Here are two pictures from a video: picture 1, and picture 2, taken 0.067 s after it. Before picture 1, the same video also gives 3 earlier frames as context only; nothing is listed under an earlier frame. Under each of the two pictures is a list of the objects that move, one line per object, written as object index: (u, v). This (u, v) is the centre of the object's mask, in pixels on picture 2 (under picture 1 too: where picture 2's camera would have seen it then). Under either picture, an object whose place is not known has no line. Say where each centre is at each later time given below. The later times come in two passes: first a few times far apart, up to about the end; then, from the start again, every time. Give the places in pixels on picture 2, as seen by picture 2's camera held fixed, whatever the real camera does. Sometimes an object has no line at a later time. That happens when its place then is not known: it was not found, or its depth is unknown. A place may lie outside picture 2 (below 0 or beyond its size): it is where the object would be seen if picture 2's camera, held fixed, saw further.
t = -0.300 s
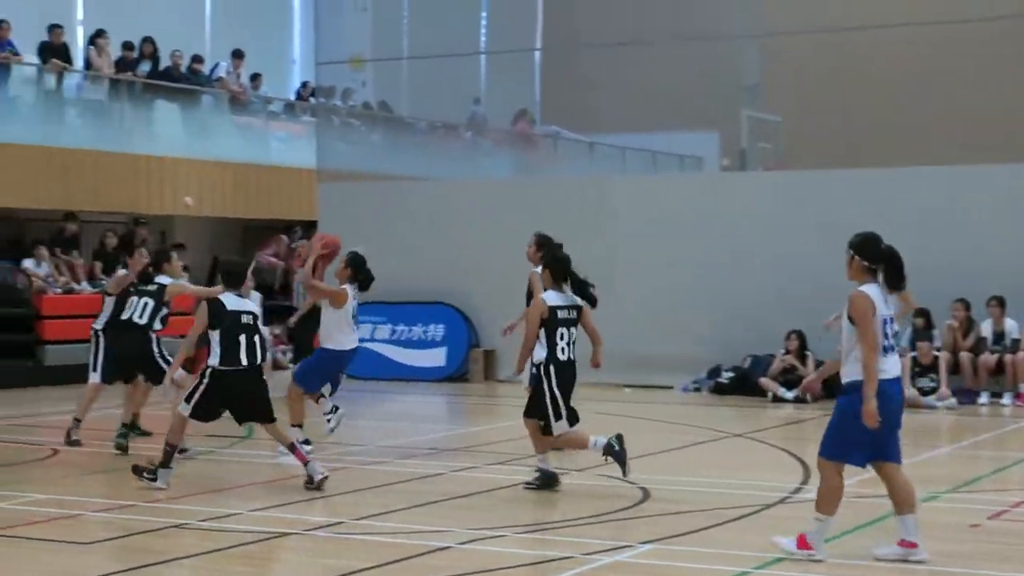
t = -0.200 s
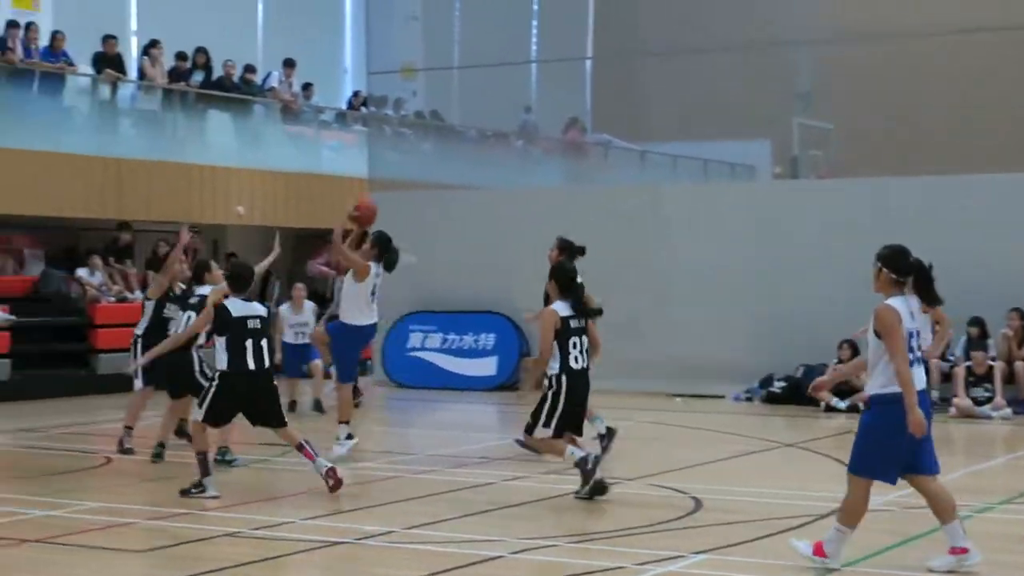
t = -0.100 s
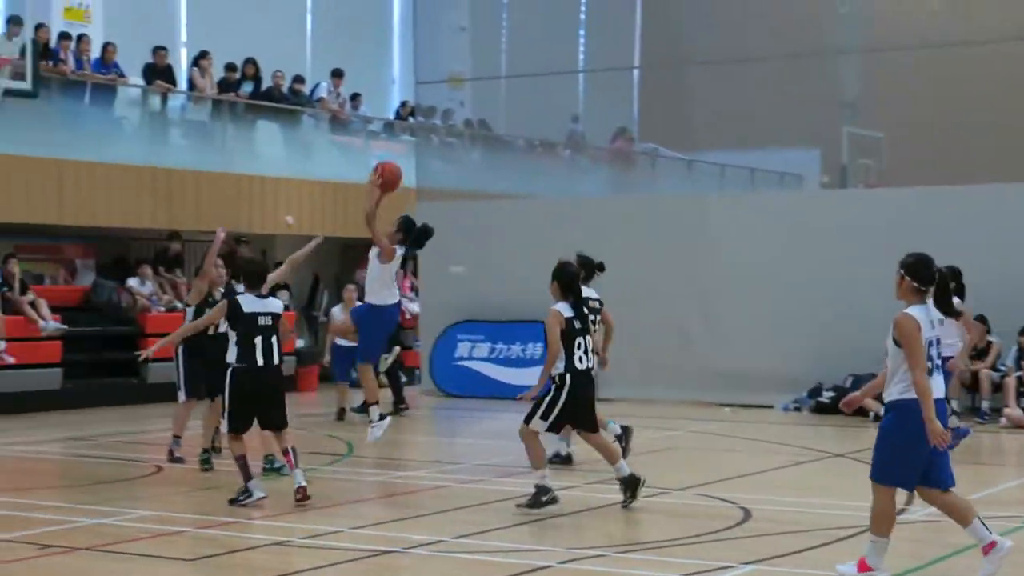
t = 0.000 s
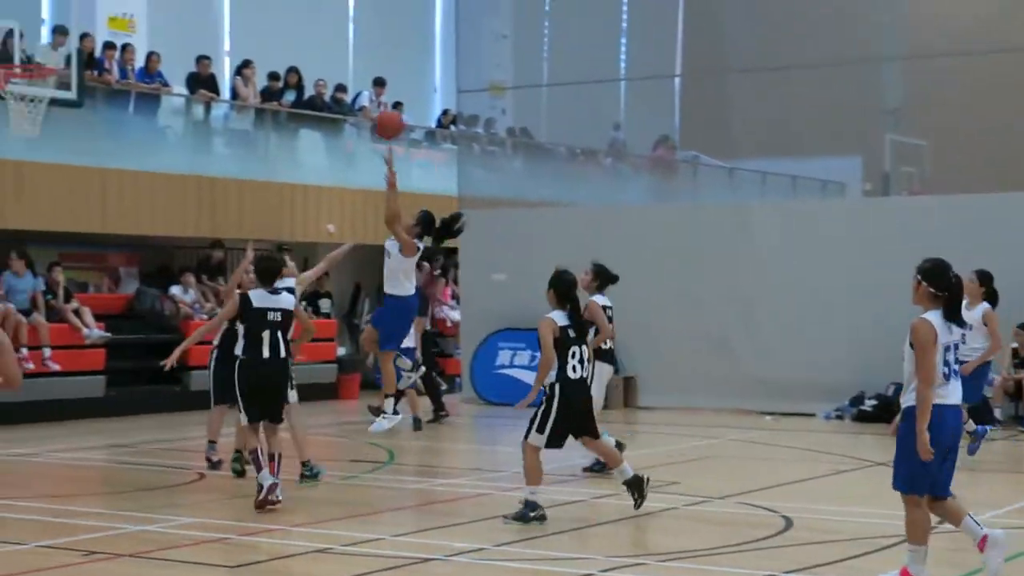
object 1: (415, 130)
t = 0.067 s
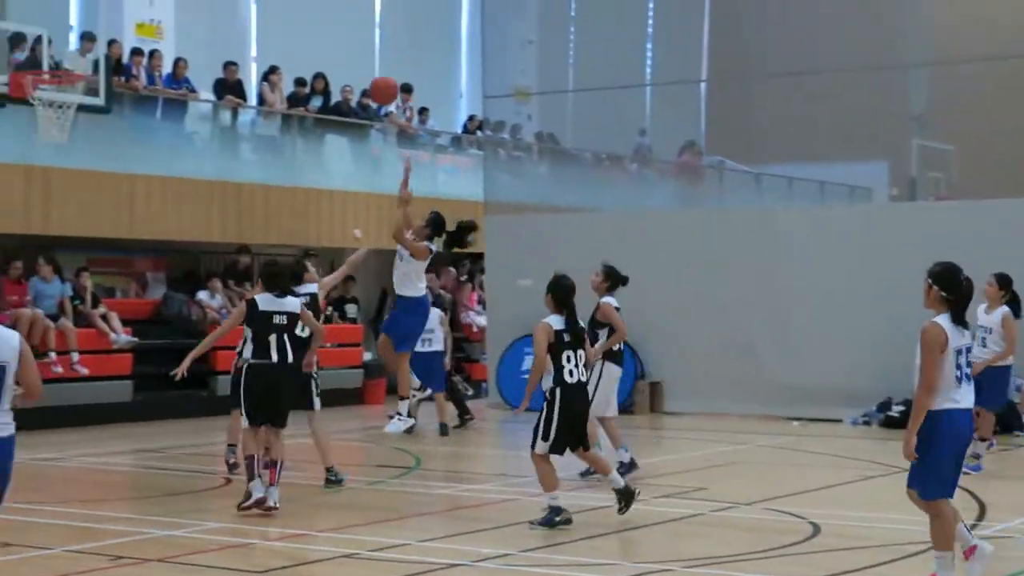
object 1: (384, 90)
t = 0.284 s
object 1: (280, 3)
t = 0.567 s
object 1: (147, -21)
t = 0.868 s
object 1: (8, 58)
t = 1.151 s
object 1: (12, 49)
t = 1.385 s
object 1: (27, 125)
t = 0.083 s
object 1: (375, 82)
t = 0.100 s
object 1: (368, 73)
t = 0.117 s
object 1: (359, 65)
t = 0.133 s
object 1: (352, 57)
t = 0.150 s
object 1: (344, 50)
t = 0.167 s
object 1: (336, 43)
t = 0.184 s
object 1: (328, 36)
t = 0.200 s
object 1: (320, 30)
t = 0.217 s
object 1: (312, 24)
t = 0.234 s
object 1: (304, 18)
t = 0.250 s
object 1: (296, 12)
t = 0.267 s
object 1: (288, 7)
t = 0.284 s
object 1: (280, 3)
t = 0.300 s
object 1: (273, -1)
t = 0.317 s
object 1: (265, -5)
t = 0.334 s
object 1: (257, -9)
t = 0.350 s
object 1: (249, -12)
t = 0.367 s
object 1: (241, -14)
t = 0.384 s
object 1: (233, -16)
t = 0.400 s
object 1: (226, -18)
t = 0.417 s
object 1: (218, -20)
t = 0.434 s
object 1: (210, -21)
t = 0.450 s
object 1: (202, -23)
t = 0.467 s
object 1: (194, -24)
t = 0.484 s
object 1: (186, -24)
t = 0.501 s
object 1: (178, -24)
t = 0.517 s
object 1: (170, -24)
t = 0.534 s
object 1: (163, -24)
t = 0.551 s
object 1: (154, -23)
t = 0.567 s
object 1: (147, -21)
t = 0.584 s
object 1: (139, -20)
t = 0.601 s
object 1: (130, -17)
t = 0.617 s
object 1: (123, -14)
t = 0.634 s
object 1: (115, -12)
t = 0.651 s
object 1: (108, -8)
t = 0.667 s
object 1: (100, -4)
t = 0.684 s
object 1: (92, -1)
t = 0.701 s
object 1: (84, 3)
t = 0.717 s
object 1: (76, 9)
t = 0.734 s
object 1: (68, 14)
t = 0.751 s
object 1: (60, 19)
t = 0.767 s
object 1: (53, 25)
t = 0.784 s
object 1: (45, 32)
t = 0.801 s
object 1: (37, 38)
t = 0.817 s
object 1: (28, 44)
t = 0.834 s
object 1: (19, 53)
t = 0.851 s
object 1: (13, 59)
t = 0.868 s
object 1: (8, 58)
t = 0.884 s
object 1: (1, 57)
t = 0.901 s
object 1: (-2, 55)
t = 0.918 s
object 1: (-2, 51)
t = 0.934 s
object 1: (-1, 50)
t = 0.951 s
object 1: (0, 47)
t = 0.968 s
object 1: (1, 45)
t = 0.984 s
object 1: (2, 44)
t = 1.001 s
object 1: (3, 43)
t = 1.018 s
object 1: (4, 42)
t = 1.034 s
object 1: (5, 42)
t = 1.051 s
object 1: (6, 42)
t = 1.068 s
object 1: (6, 41)
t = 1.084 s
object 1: (7, 42)
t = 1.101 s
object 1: (8, 43)
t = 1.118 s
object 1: (9, 46)
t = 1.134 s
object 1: (10, 48)
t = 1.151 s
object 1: (12, 49)
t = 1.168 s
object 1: (13, 52)
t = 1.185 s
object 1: (13, 54)
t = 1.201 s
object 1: (14, 57)
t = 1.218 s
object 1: (15, 62)
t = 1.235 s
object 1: (16, 67)
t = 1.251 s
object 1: (18, 72)
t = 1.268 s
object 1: (19, 79)
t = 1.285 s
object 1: (21, 82)
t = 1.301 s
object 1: (21, 87)
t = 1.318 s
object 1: (22, 92)
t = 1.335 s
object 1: (25, 102)
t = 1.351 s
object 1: (24, 109)
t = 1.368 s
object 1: (26, 117)
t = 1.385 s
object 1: (27, 125)
